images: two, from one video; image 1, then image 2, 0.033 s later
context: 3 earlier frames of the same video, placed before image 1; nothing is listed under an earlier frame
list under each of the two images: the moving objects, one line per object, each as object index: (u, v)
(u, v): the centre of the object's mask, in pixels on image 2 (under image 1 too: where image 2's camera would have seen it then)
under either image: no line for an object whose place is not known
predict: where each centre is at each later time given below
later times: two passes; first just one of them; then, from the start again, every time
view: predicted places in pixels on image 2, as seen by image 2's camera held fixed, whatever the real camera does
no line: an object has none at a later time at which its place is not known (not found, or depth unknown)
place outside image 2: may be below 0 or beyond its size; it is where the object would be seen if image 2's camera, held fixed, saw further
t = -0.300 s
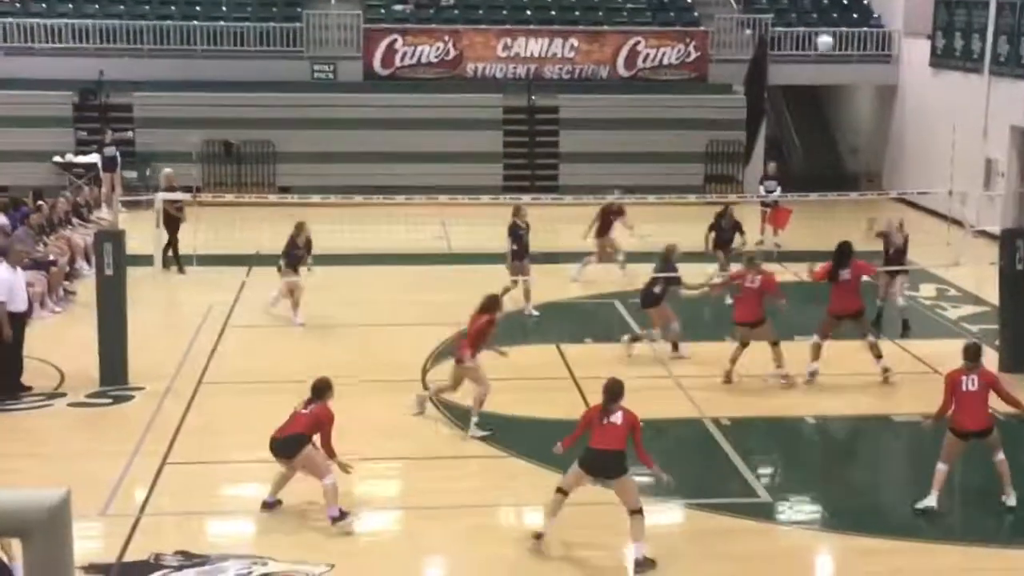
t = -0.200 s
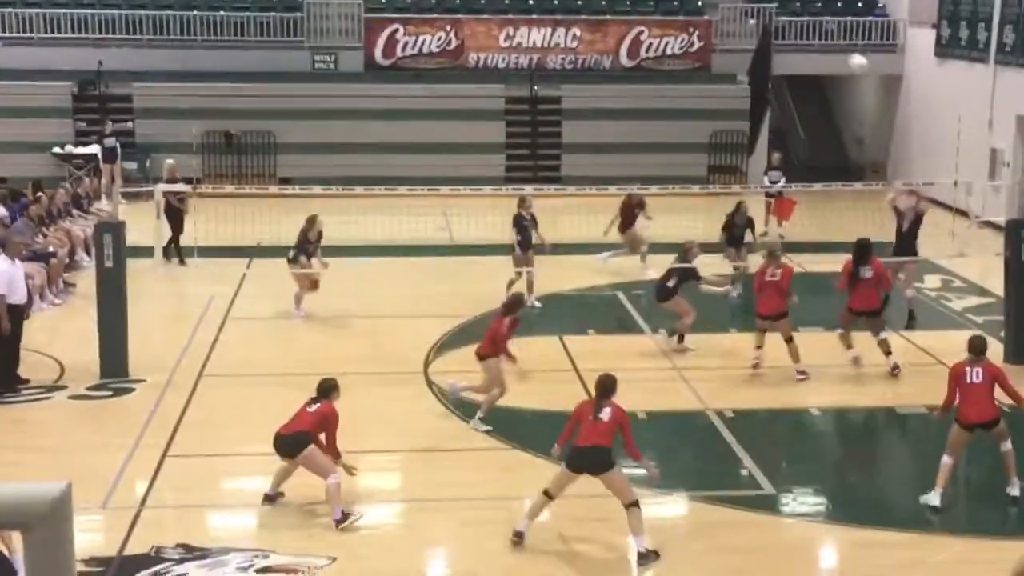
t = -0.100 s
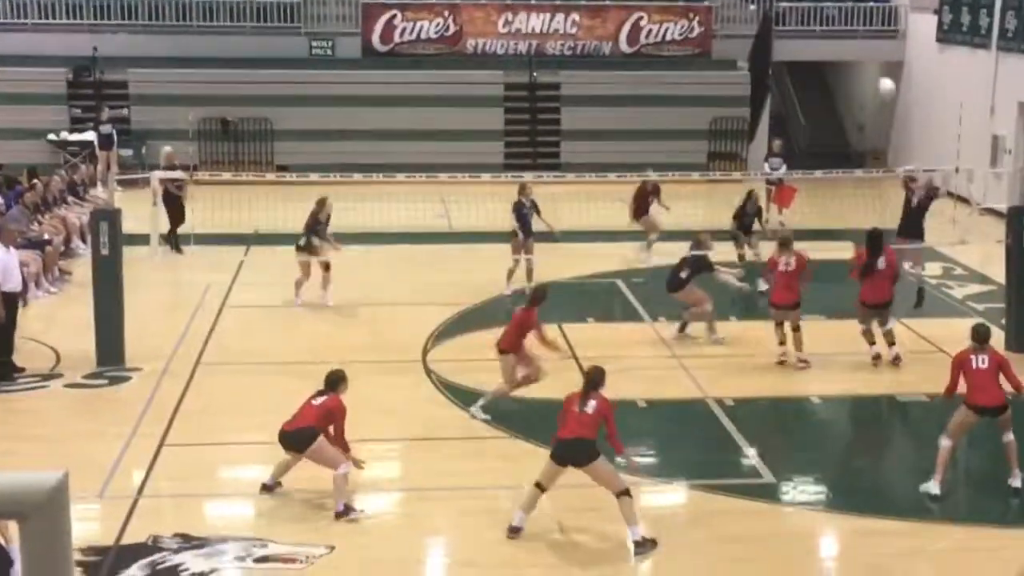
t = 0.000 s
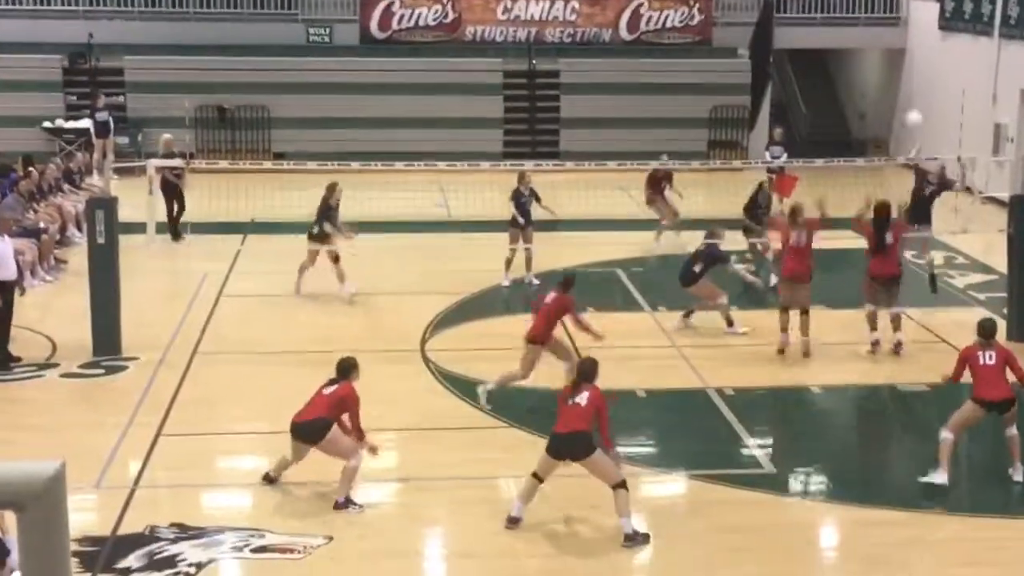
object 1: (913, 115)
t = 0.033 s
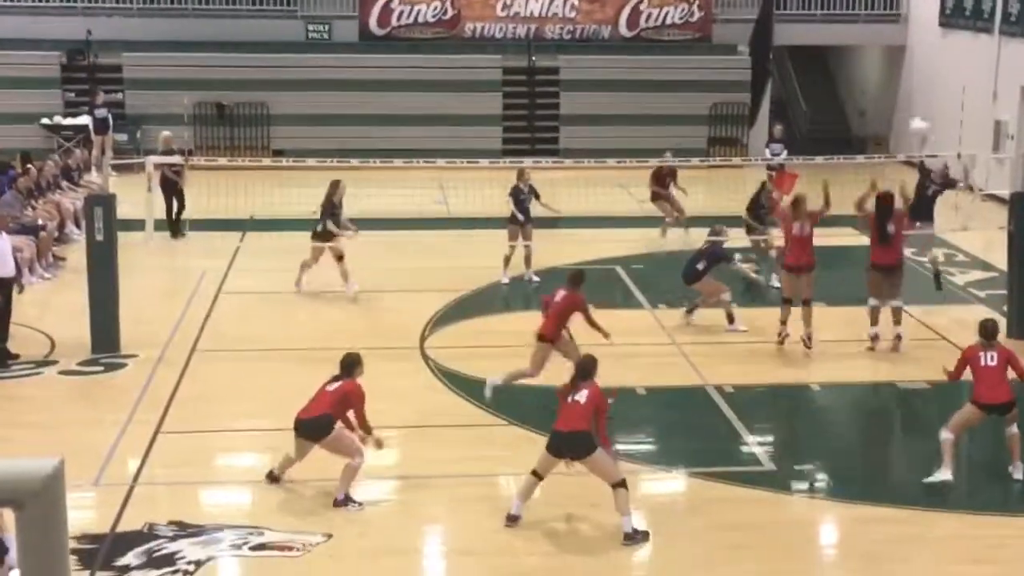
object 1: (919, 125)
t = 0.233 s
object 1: (849, 100)
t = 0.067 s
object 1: (908, 119)
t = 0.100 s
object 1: (896, 115)
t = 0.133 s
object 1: (885, 110)
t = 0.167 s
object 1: (873, 106)
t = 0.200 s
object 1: (861, 103)
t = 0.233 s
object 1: (849, 100)
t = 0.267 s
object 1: (835, 98)
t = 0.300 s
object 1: (823, 97)
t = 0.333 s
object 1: (809, 97)
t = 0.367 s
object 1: (796, 97)
